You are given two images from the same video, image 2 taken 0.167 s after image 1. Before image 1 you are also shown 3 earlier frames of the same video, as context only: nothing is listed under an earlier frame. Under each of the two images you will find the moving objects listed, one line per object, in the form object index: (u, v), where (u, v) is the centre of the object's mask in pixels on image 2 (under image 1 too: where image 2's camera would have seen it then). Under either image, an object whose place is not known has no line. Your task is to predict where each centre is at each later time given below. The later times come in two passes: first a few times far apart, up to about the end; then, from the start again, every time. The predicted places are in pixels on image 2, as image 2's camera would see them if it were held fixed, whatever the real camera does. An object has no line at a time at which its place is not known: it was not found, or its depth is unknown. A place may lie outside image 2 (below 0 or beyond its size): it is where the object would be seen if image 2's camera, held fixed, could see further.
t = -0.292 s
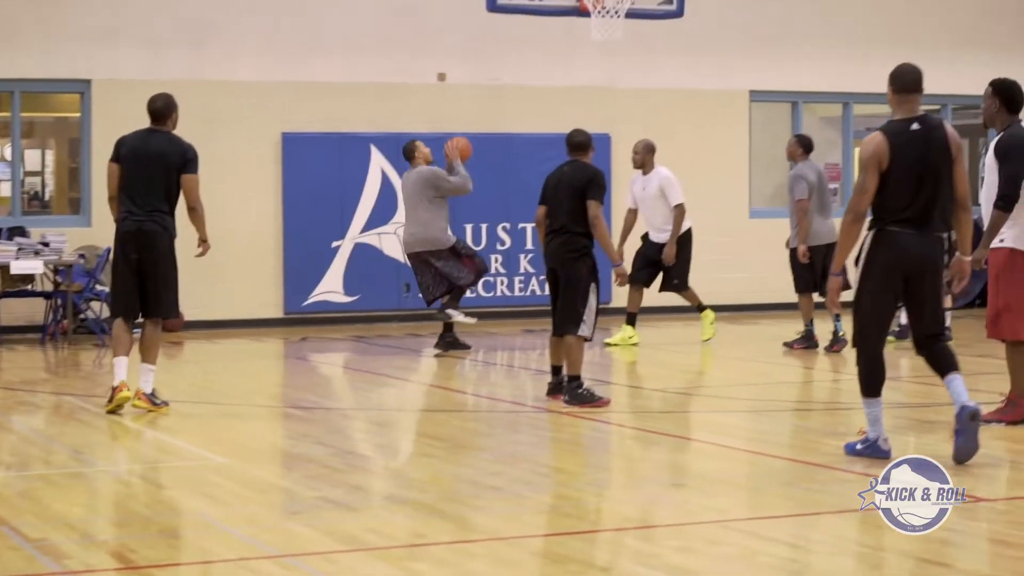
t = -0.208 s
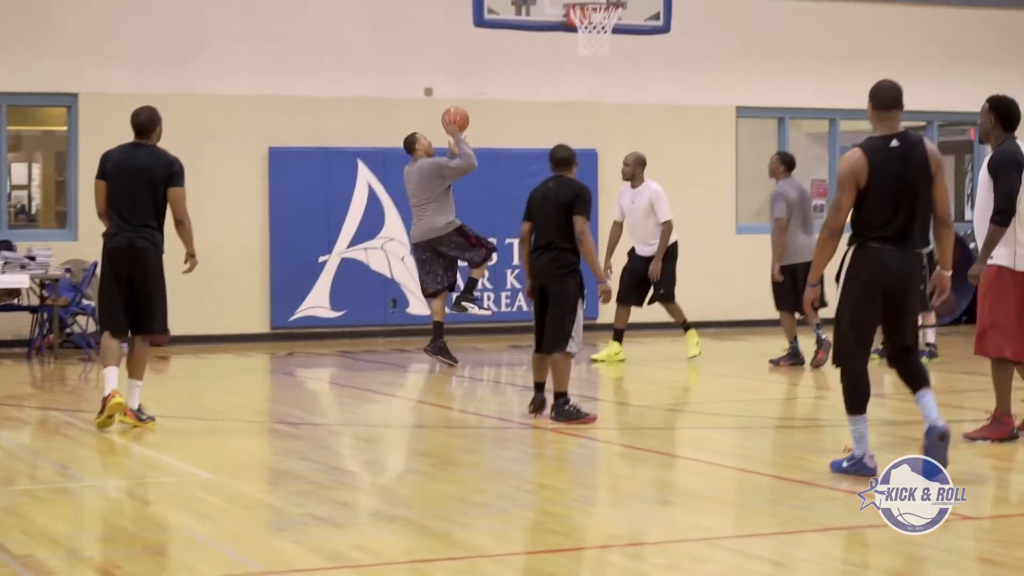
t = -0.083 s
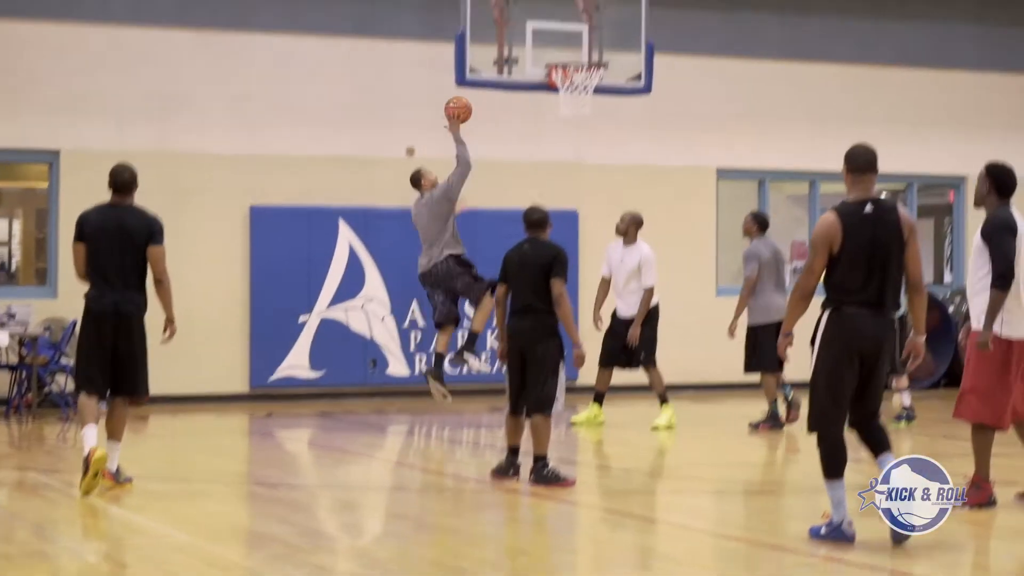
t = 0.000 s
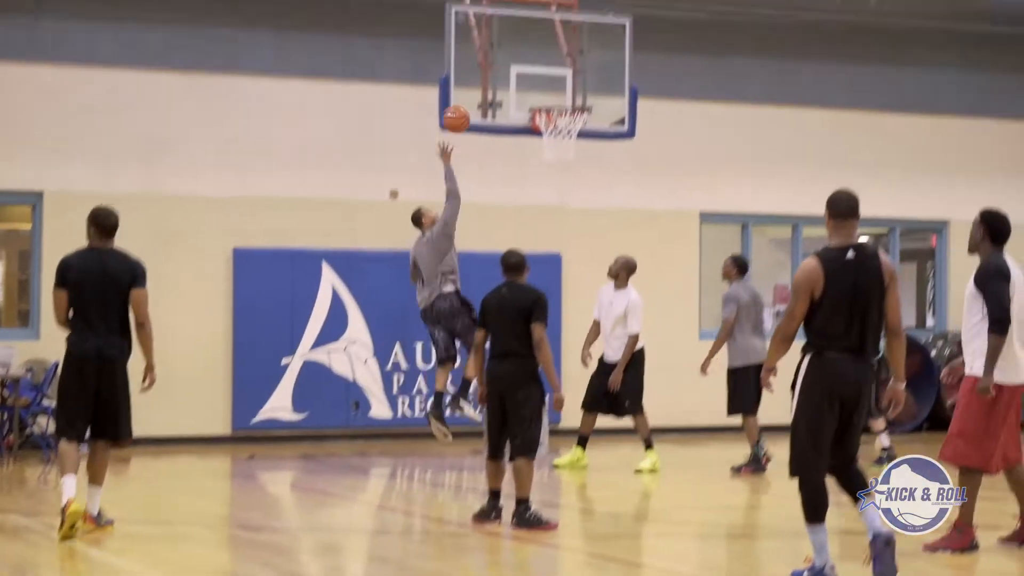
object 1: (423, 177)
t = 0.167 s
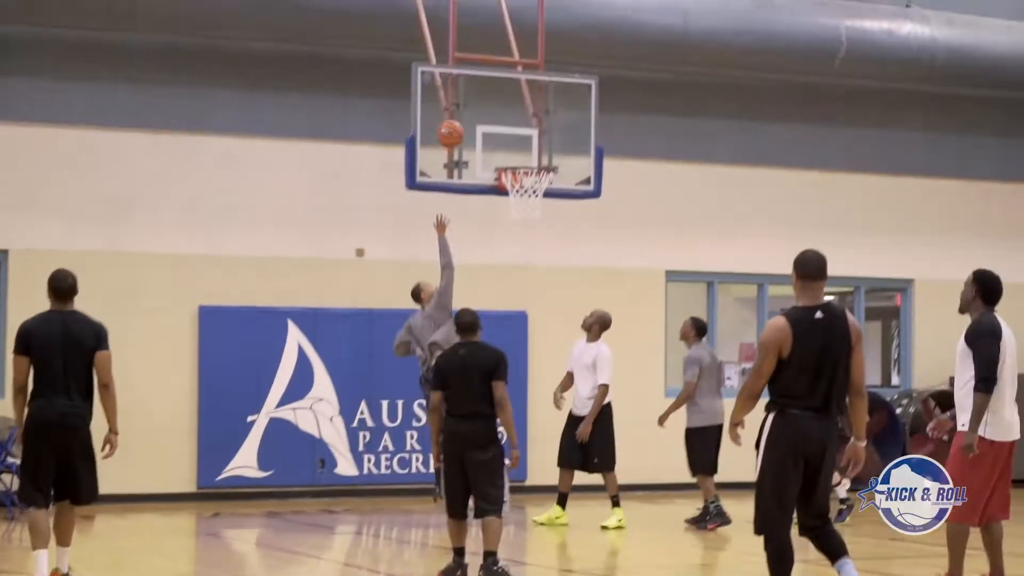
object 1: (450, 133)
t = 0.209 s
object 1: (456, 129)
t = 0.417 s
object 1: (490, 127)
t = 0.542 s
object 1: (509, 148)
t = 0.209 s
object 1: (456, 129)
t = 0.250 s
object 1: (464, 124)
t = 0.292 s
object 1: (469, 122)
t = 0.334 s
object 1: (477, 122)
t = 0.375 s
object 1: (482, 123)
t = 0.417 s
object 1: (490, 127)
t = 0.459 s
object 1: (495, 132)
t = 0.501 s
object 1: (503, 141)
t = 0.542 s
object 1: (509, 148)
